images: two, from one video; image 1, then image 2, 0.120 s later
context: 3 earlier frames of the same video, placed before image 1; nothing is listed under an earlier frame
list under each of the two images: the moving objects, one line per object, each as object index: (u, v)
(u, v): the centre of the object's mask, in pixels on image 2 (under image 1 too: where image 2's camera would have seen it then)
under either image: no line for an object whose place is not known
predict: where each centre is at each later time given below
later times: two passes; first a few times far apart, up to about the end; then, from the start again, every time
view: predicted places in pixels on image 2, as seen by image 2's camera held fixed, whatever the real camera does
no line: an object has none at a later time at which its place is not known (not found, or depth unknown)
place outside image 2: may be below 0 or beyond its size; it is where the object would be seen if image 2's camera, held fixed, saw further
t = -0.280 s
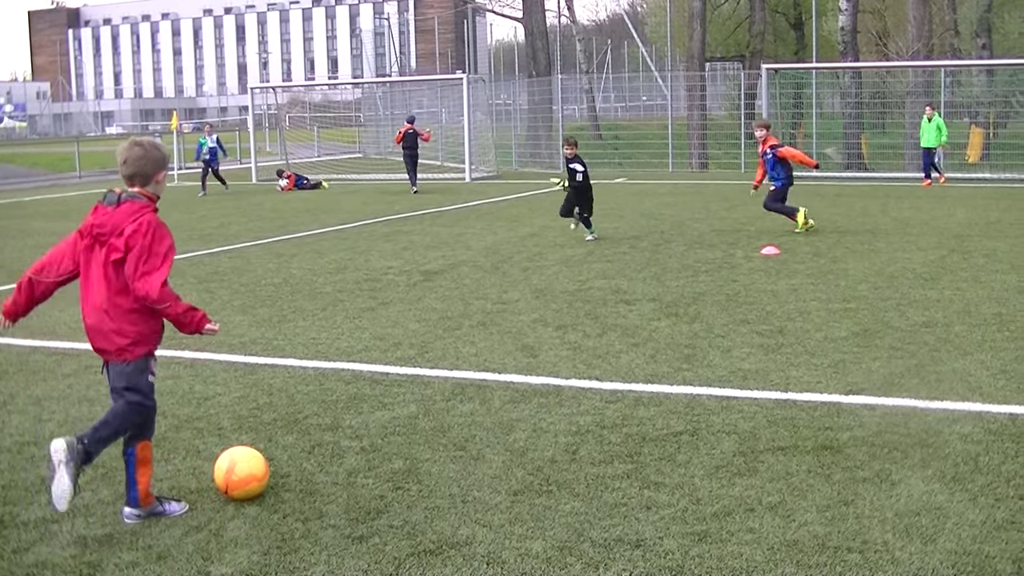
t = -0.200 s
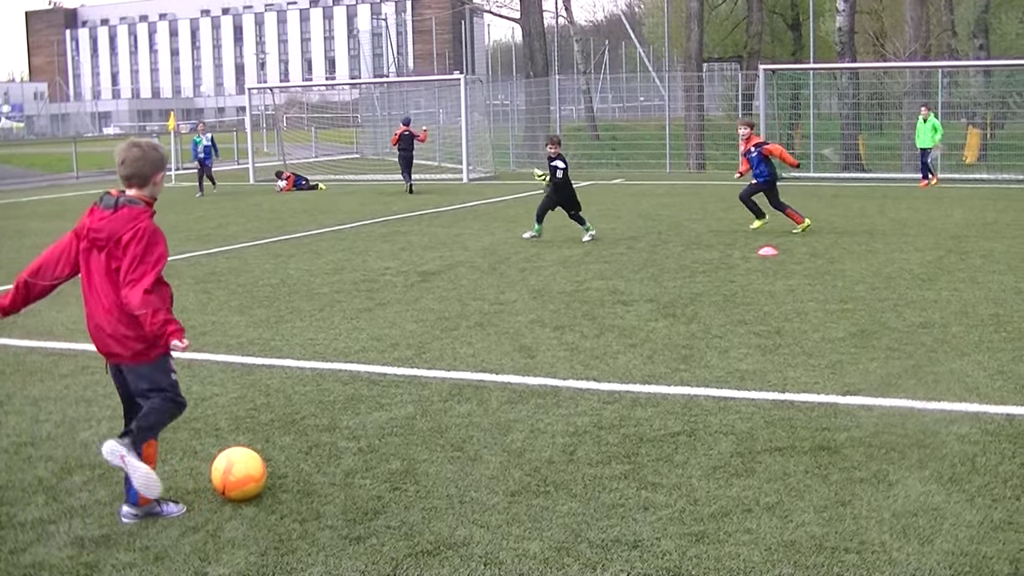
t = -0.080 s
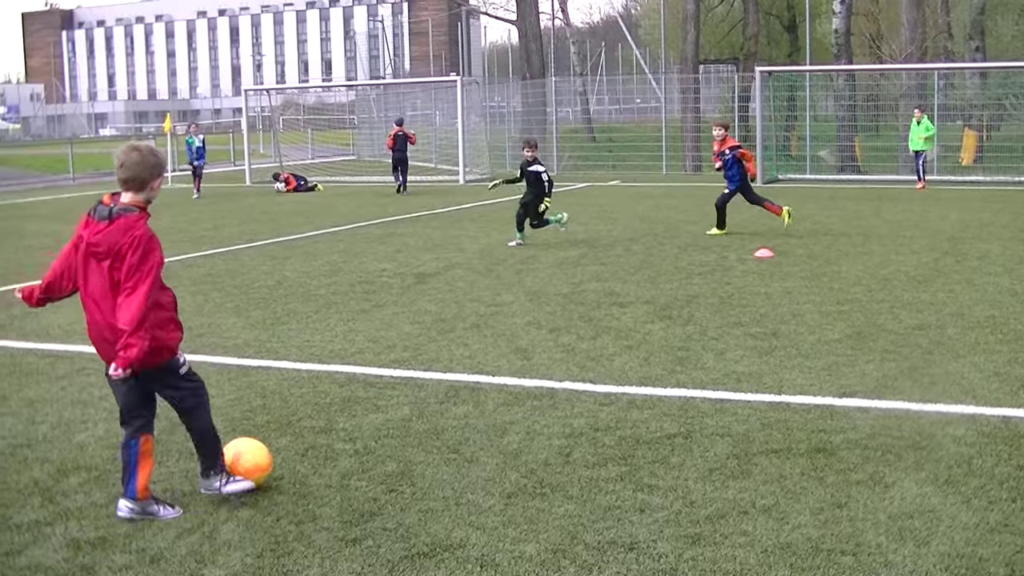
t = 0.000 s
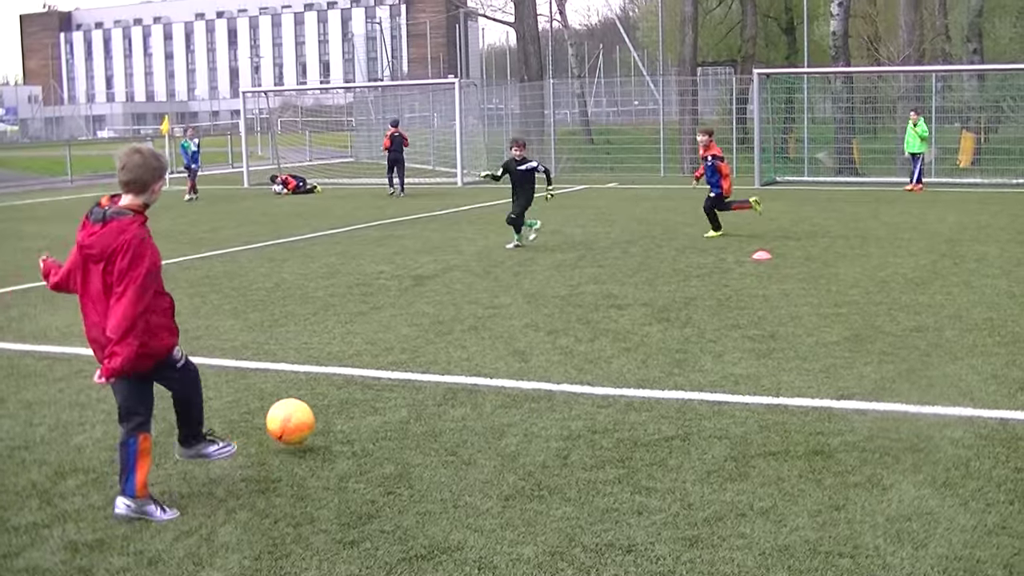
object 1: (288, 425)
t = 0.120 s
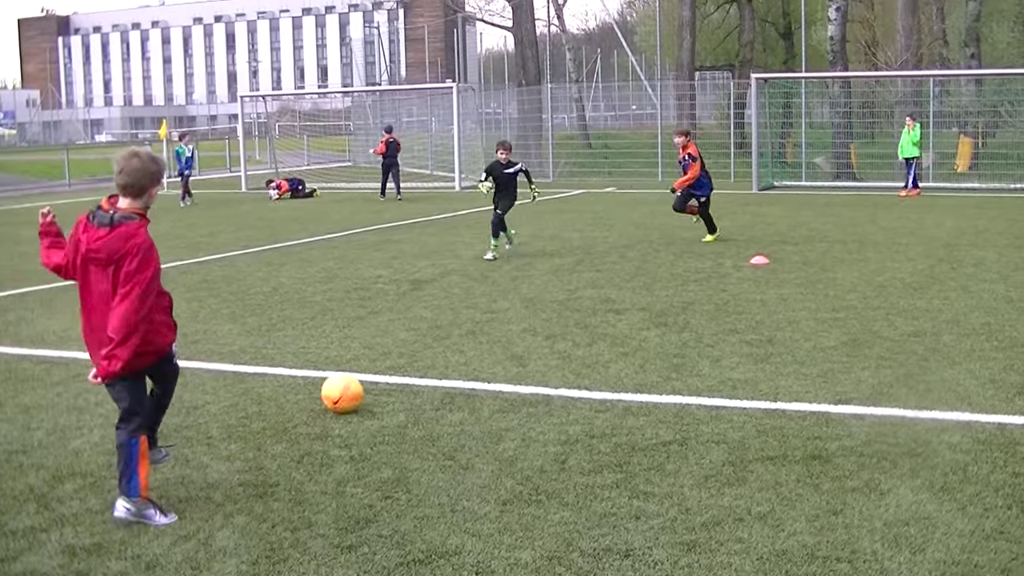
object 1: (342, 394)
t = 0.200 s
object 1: (366, 366)
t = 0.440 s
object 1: (417, 330)
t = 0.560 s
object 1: (434, 320)
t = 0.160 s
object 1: (354, 378)
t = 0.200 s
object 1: (366, 366)
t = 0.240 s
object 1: (376, 358)
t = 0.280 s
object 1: (387, 354)
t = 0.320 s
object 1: (396, 351)
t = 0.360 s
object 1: (403, 341)
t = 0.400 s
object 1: (410, 334)
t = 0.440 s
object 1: (417, 330)
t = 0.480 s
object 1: (423, 329)
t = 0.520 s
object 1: (429, 326)
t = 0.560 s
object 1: (434, 320)
